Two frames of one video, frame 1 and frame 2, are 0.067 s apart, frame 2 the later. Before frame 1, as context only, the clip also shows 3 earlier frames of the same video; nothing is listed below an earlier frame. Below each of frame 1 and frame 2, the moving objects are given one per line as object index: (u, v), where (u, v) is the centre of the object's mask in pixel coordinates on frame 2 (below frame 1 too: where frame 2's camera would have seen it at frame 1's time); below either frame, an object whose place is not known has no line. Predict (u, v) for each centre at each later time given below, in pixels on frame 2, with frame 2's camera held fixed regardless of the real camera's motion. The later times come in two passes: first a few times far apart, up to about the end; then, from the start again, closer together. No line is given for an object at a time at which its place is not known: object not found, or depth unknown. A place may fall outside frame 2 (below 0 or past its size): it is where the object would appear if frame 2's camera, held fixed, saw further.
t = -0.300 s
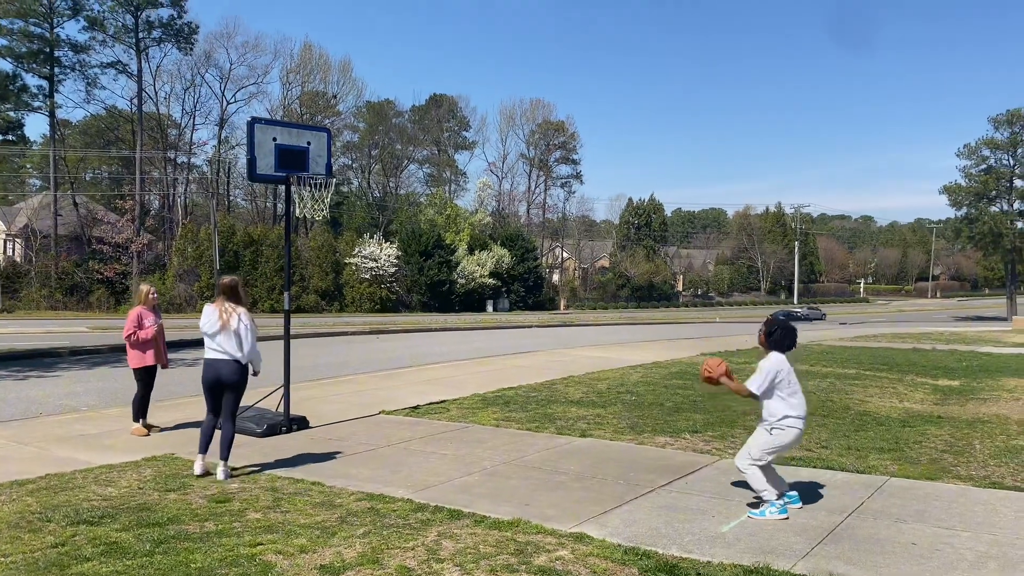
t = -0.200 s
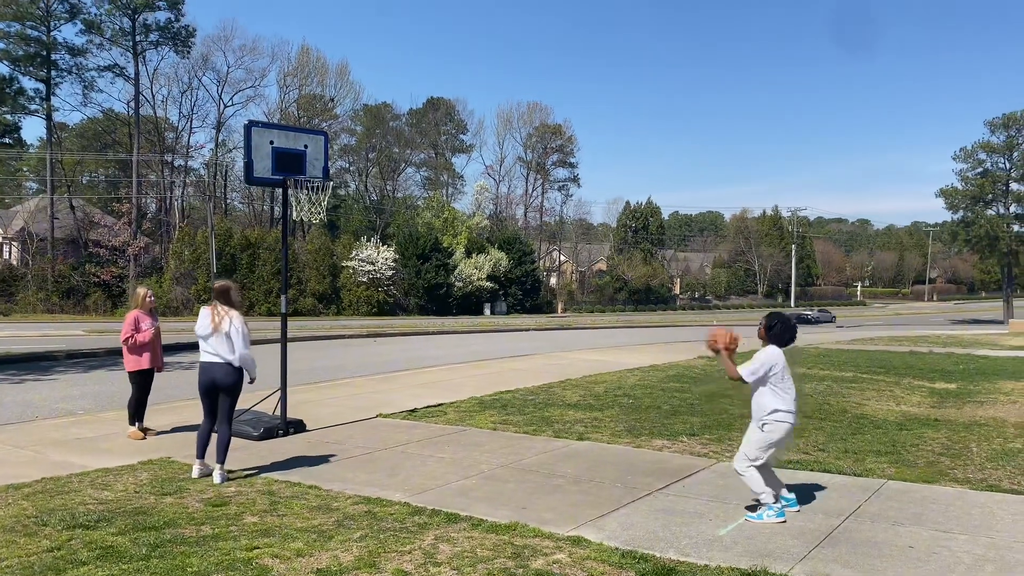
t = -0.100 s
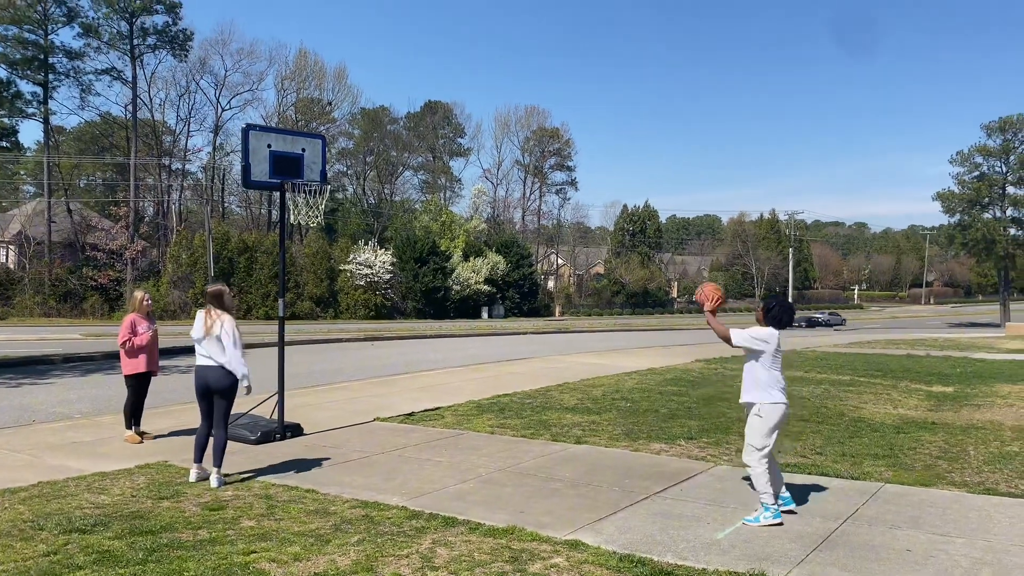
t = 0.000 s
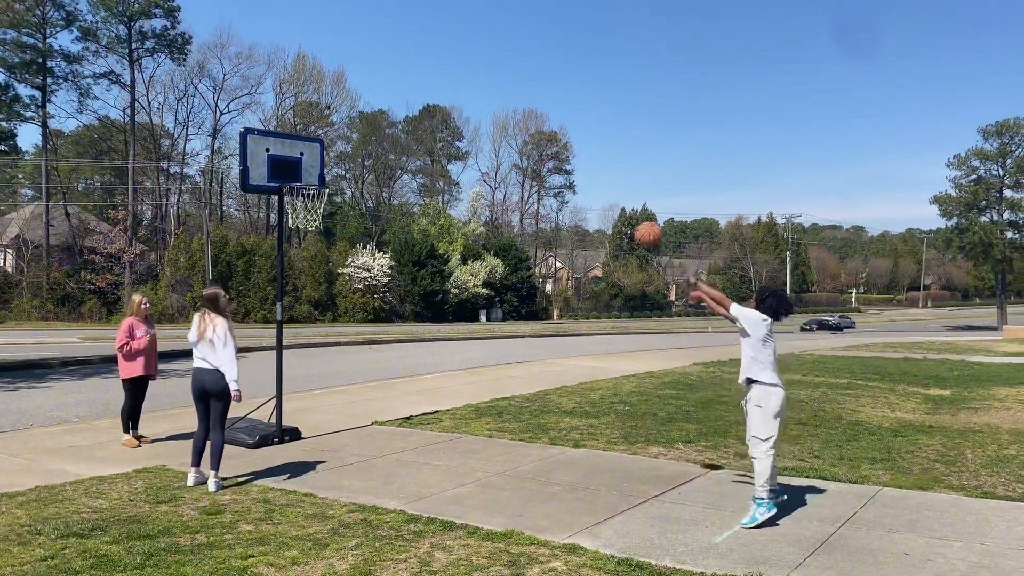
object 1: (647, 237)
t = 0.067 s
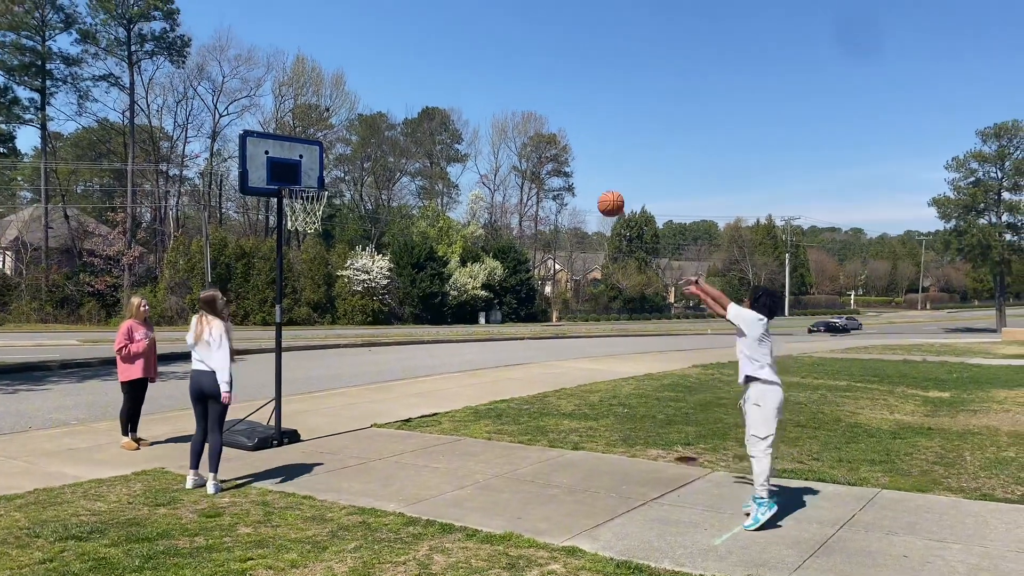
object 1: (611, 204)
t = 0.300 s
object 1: (498, 133)
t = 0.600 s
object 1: (376, 130)
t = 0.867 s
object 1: (294, 174)
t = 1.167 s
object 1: (308, 146)
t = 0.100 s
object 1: (593, 189)
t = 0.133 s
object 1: (576, 176)
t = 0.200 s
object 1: (544, 154)
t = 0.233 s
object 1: (528, 146)
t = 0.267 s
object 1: (513, 139)
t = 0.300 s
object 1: (498, 133)
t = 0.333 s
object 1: (483, 128)
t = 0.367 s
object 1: (468, 124)
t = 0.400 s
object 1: (454, 122)
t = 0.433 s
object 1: (441, 121)
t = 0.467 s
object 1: (428, 120)
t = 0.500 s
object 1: (414, 122)
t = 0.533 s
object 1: (401, 124)
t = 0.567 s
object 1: (389, 125)
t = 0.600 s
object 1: (376, 130)
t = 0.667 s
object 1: (354, 140)
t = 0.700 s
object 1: (341, 146)
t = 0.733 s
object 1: (330, 153)
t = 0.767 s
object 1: (318, 161)
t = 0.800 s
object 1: (308, 171)
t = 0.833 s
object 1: (297, 179)
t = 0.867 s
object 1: (294, 174)
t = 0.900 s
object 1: (296, 166)
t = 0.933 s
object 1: (297, 160)
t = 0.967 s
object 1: (299, 156)
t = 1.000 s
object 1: (301, 151)
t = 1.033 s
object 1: (303, 148)
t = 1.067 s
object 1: (304, 146)
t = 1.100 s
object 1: (305, 146)
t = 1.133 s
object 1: (307, 145)
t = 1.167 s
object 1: (308, 146)
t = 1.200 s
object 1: (309, 148)
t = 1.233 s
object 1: (311, 150)
